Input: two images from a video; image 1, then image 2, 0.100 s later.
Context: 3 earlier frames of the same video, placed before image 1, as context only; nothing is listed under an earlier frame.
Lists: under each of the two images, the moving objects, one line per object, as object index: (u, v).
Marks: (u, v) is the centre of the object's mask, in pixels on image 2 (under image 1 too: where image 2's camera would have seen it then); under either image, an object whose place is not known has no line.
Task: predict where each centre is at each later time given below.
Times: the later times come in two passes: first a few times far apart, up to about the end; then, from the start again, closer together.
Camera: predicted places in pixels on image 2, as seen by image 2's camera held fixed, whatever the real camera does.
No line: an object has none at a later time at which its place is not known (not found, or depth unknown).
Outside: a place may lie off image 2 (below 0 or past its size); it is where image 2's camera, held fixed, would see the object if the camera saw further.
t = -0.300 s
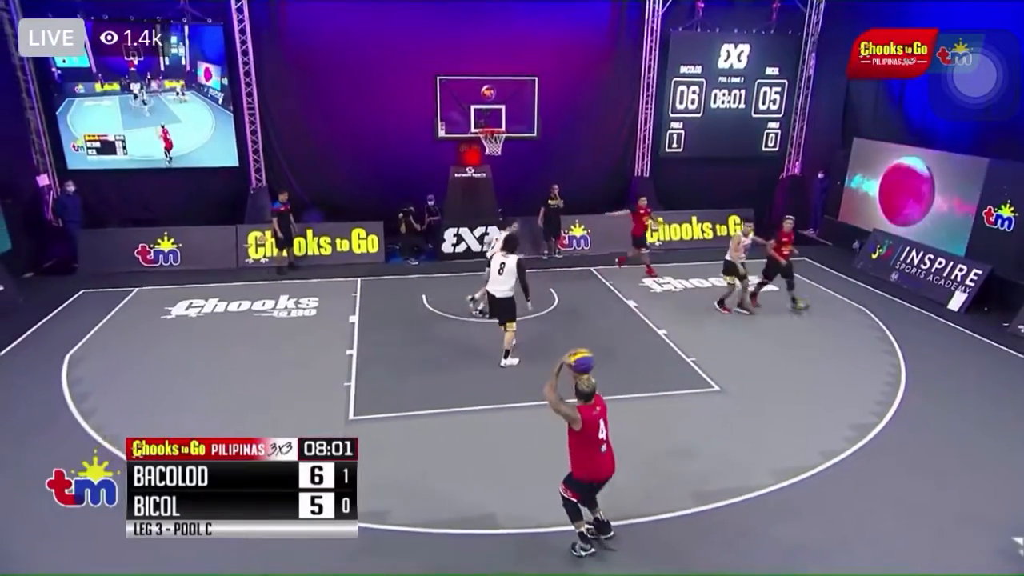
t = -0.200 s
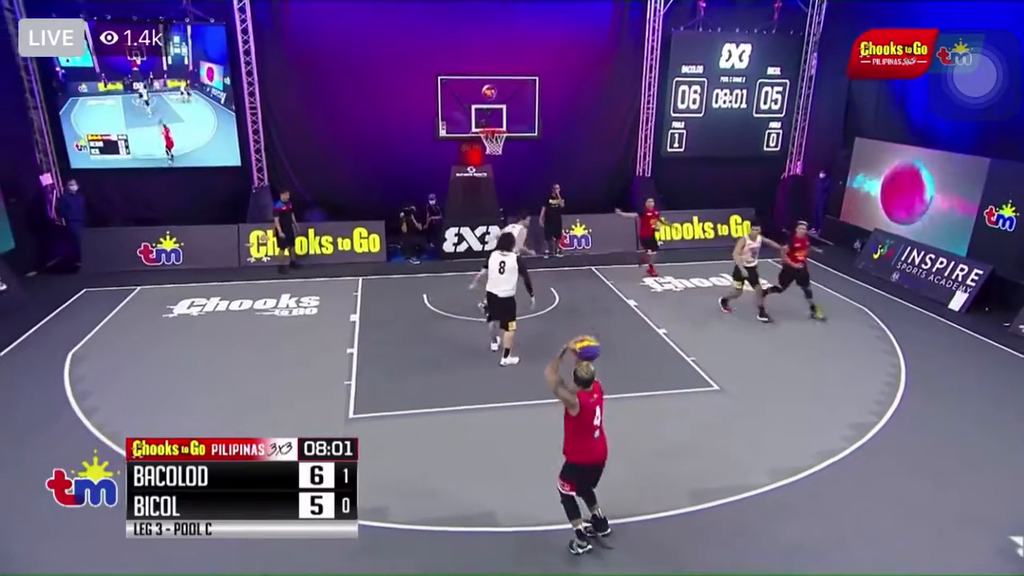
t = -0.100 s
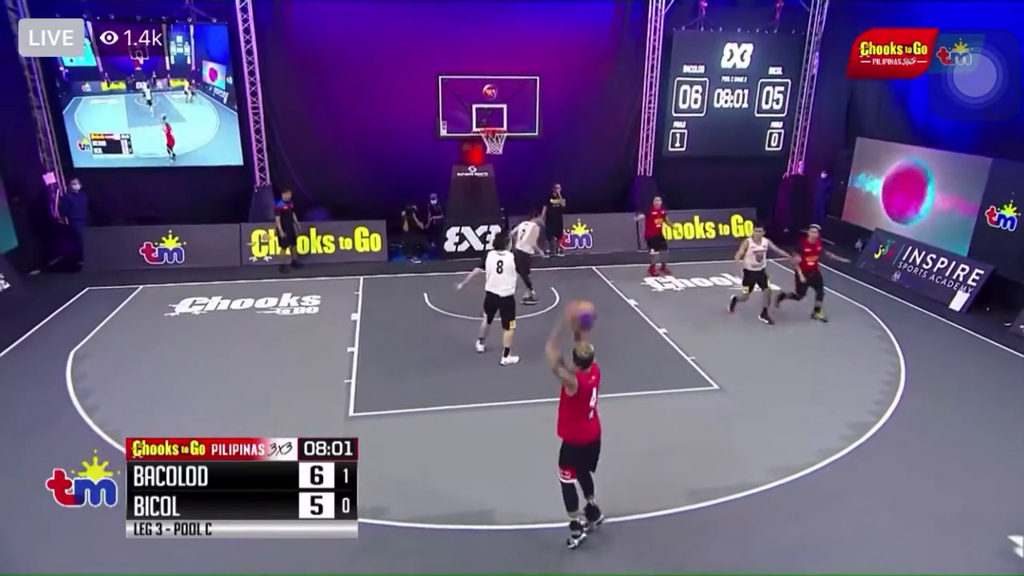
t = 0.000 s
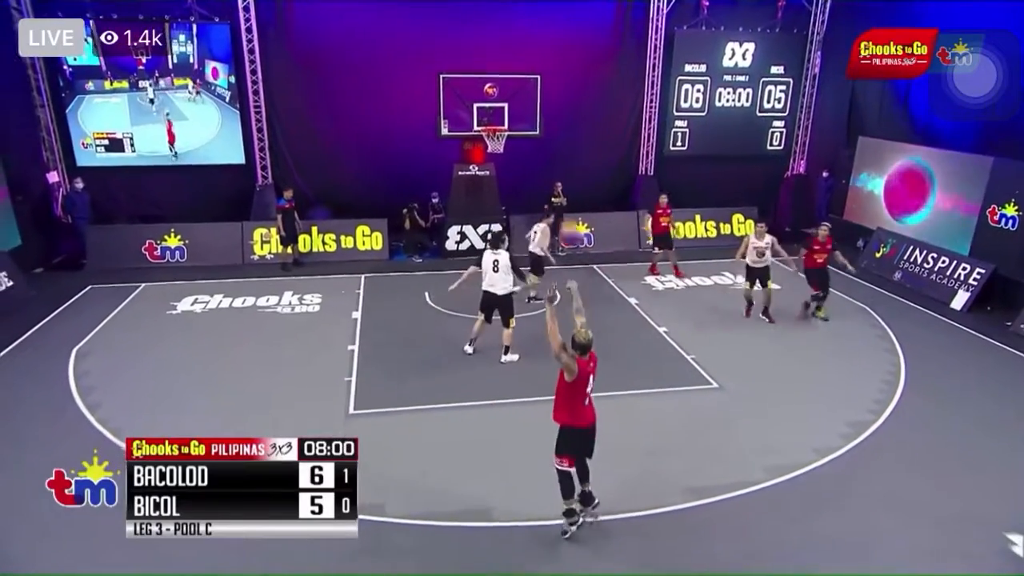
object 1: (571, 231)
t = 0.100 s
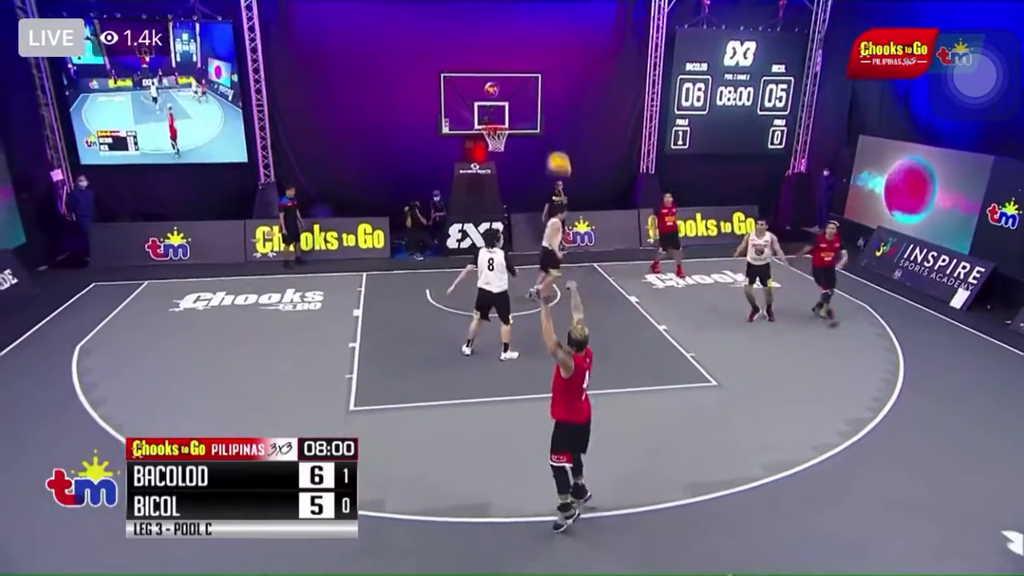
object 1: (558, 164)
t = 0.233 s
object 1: (541, 97)
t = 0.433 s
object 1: (522, 43)
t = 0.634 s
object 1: (505, 30)
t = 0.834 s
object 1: (494, 52)
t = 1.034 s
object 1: (486, 93)
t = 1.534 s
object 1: (489, 147)
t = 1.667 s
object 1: (478, 167)
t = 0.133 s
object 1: (554, 146)
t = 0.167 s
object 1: (550, 130)
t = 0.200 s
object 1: (545, 112)
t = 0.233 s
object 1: (541, 97)
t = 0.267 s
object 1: (538, 85)
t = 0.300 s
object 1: (534, 73)
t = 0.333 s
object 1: (531, 63)
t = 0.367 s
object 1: (528, 53)
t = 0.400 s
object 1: (525, 48)
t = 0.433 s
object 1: (522, 43)
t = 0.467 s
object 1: (519, 39)
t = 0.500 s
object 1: (516, 34)
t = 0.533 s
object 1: (514, 32)
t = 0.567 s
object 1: (511, 30)
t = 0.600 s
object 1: (507, 28)
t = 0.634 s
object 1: (505, 30)
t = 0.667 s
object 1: (503, 33)
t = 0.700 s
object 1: (501, 36)
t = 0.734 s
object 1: (499, 39)
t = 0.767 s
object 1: (497, 43)
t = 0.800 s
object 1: (496, 47)
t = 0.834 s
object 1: (494, 52)
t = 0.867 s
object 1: (493, 56)
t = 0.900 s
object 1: (491, 63)
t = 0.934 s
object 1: (490, 70)
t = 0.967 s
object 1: (489, 78)
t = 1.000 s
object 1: (487, 88)
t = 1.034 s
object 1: (486, 93)
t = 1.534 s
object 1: (489, 147)
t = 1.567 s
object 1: (486, 151)
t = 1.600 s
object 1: (483, 156)
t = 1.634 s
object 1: (480, 160)
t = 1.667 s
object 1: (478, 167)
